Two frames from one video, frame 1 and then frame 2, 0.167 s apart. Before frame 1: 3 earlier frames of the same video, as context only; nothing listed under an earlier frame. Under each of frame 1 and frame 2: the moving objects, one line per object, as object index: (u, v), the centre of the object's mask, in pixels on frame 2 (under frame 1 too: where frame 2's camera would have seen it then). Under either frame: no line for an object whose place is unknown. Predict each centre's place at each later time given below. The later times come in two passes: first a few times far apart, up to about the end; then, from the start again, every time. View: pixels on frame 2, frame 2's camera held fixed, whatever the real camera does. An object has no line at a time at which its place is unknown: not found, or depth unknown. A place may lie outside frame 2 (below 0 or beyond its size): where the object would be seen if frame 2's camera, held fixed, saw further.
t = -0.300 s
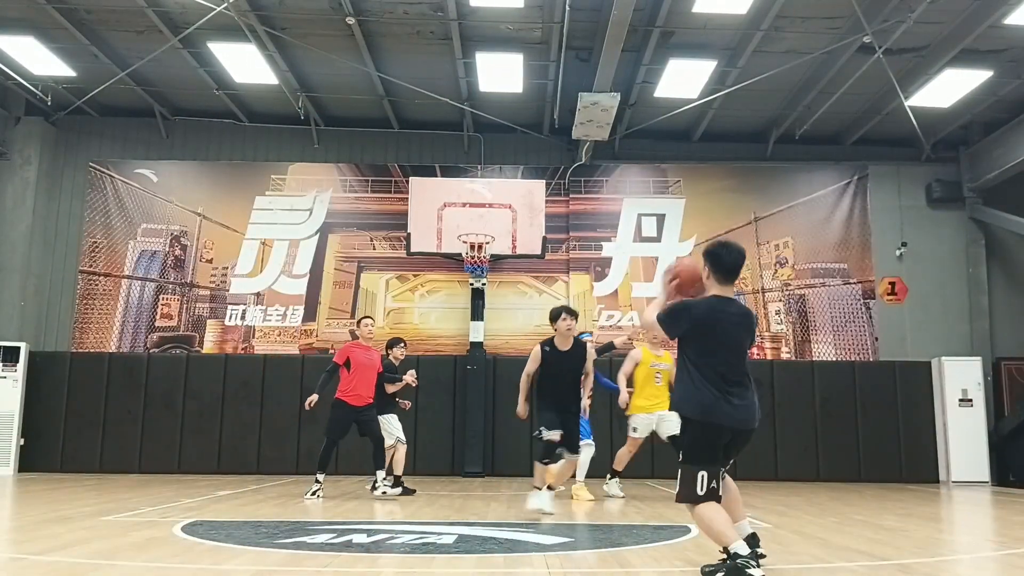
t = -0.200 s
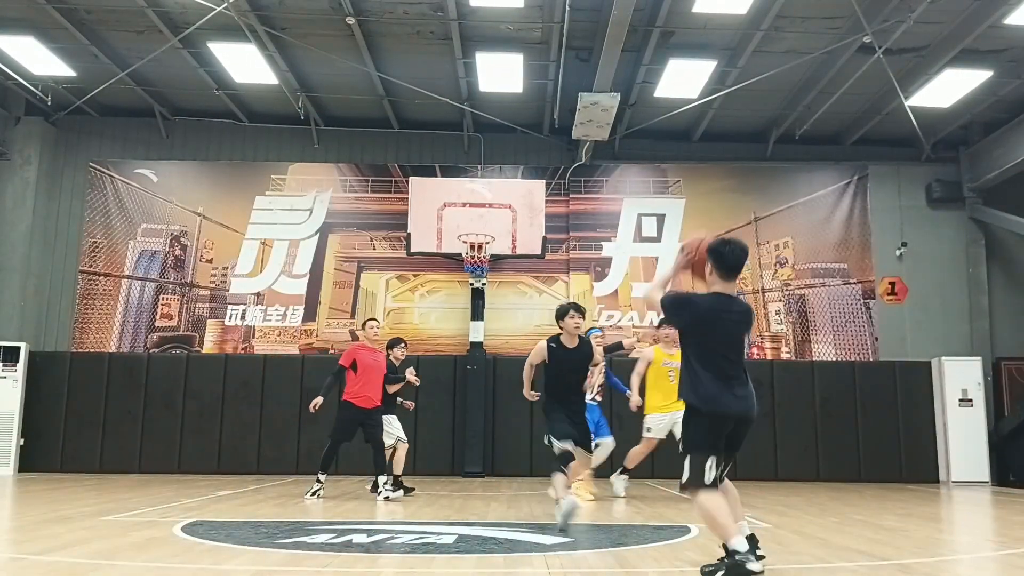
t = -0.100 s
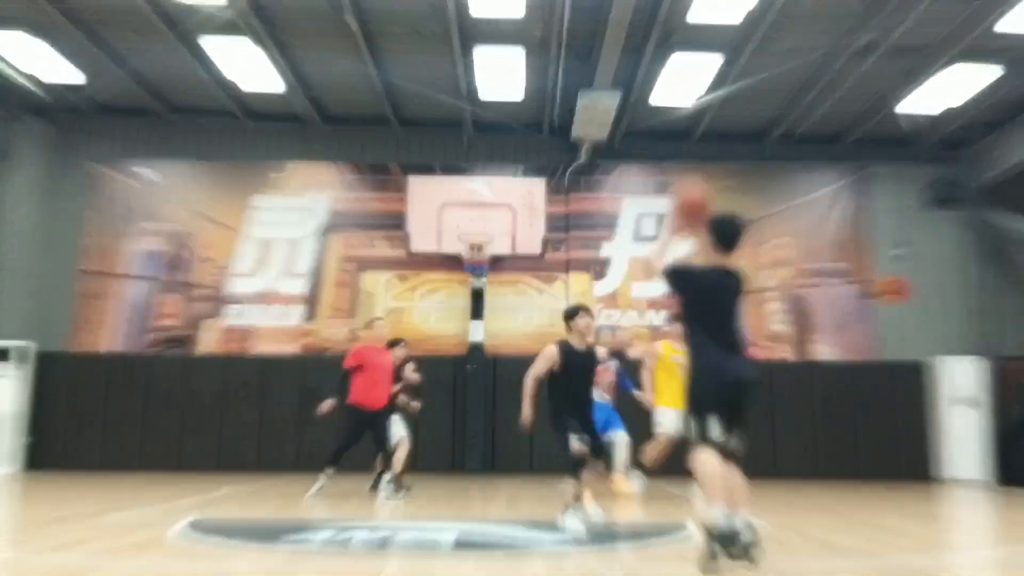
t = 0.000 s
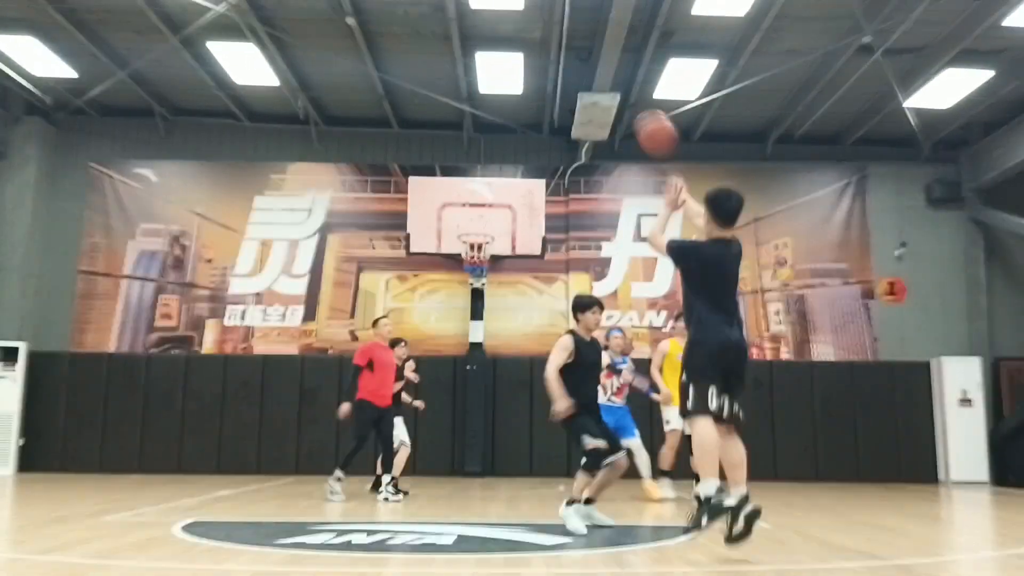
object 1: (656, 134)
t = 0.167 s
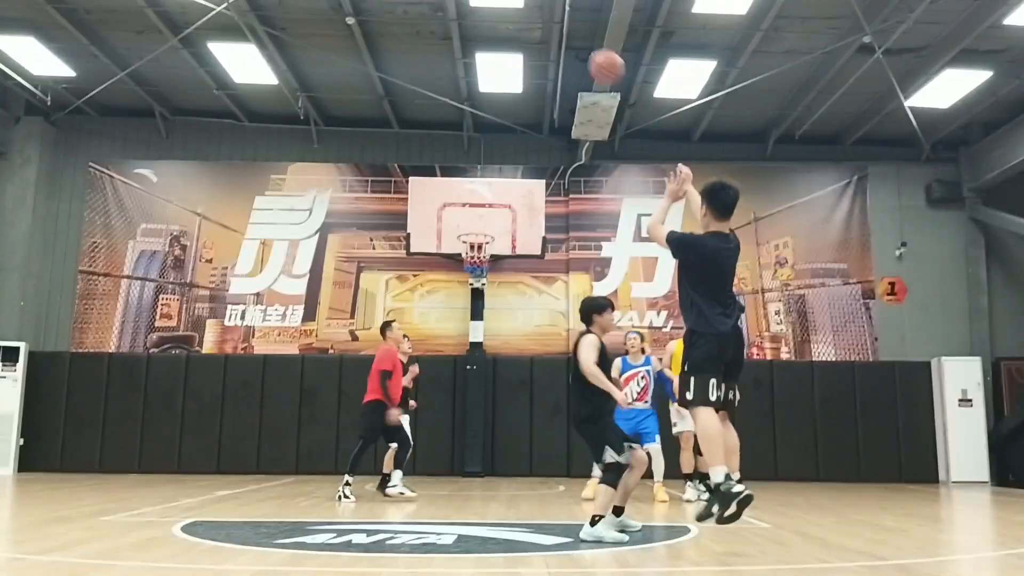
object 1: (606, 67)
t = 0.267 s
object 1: (583, 50)
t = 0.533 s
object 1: (537, 58)
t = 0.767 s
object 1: (507, 111)
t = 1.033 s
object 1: (479, 208)
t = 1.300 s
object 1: (479, 296)
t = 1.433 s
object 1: (487, 347)
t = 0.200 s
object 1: (598, 59)
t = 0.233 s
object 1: (590, 54)
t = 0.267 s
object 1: (583, 50)
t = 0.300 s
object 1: (576, 47)
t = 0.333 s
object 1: (570, 45)
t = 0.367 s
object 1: (563, 45)
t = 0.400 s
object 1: (557, 46)
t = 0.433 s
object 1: (552, 47)
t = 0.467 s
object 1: (546, 50)
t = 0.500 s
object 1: (542, 54)
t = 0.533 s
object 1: (537, 58)
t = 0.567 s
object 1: (533, 63)
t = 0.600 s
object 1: (529, 69)
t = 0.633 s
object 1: (525, 76)
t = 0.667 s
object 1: (520, 86)
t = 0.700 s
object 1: (514, 97)
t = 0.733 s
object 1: (510, 104)
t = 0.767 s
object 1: (507, 111)
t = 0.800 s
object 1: (503, 122)
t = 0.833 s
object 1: (500, 133)
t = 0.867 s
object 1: (496, 144)
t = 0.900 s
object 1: (492, 155)
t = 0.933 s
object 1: (489, 167)
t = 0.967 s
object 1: (486, 178)
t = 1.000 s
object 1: (482, 193)
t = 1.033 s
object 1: (479, 208)
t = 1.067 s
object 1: (476, 221)
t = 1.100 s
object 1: (471, 240)
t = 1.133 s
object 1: (473, 246)
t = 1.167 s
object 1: (475, 258)
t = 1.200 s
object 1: (475, 268)
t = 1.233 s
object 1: (476, 274)
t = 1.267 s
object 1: (478, 286)
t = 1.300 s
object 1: (479, 296)
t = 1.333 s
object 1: (481, 305)
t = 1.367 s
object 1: (483, 316)
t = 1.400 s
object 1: (486, 330)
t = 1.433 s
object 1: (487, 347)
